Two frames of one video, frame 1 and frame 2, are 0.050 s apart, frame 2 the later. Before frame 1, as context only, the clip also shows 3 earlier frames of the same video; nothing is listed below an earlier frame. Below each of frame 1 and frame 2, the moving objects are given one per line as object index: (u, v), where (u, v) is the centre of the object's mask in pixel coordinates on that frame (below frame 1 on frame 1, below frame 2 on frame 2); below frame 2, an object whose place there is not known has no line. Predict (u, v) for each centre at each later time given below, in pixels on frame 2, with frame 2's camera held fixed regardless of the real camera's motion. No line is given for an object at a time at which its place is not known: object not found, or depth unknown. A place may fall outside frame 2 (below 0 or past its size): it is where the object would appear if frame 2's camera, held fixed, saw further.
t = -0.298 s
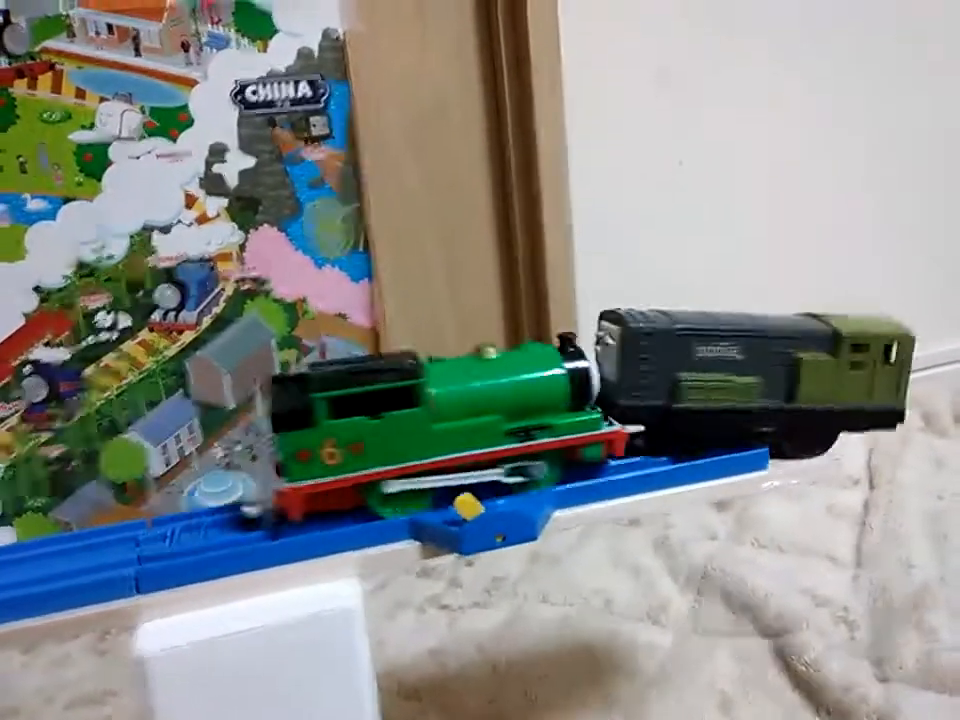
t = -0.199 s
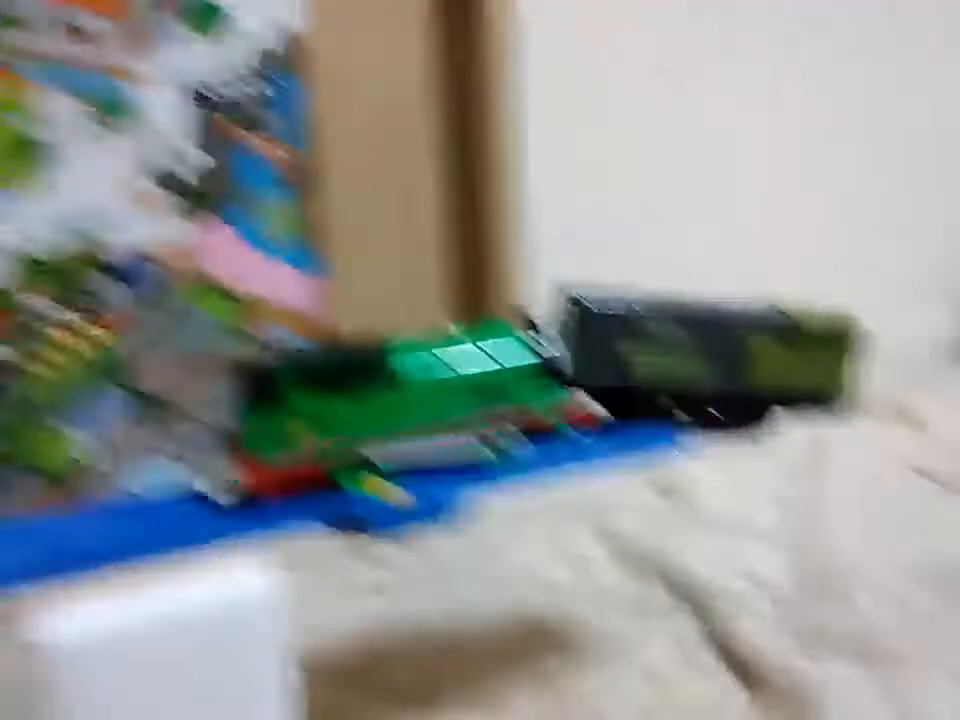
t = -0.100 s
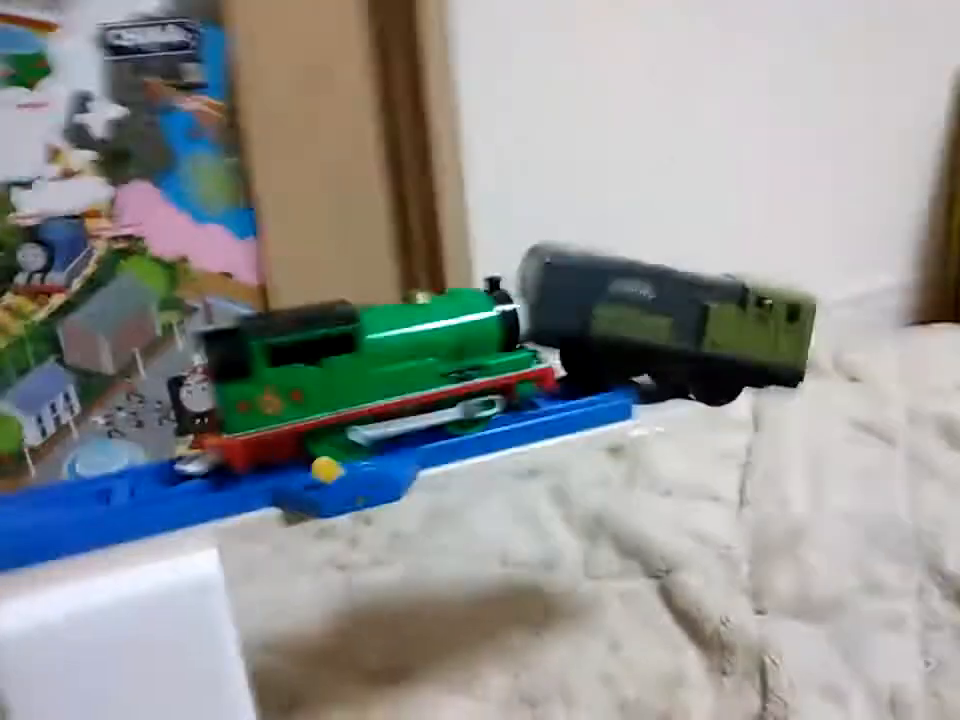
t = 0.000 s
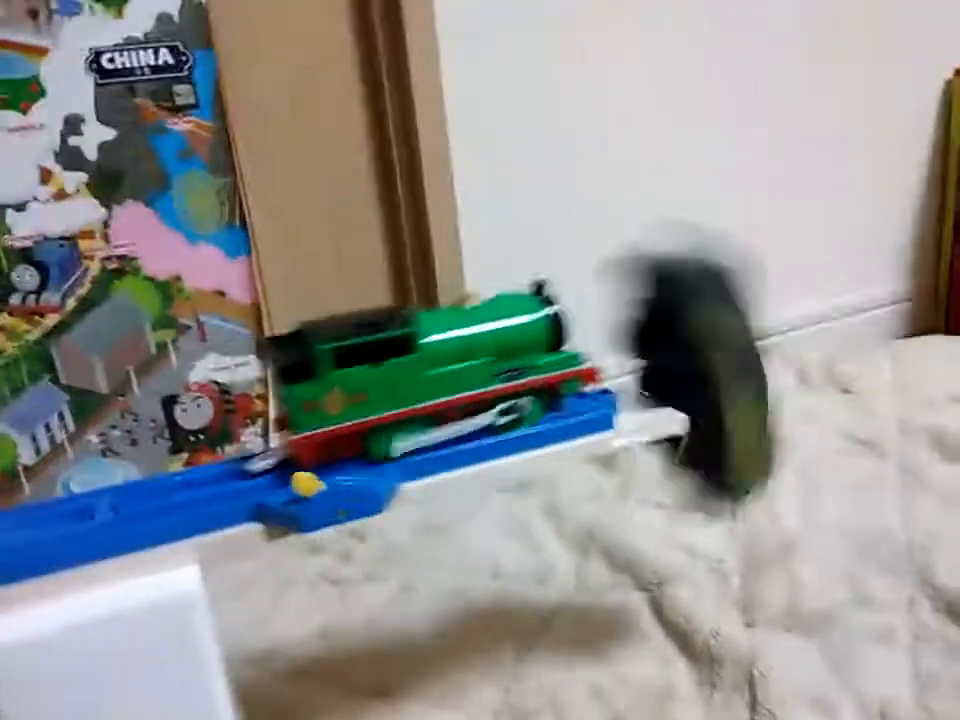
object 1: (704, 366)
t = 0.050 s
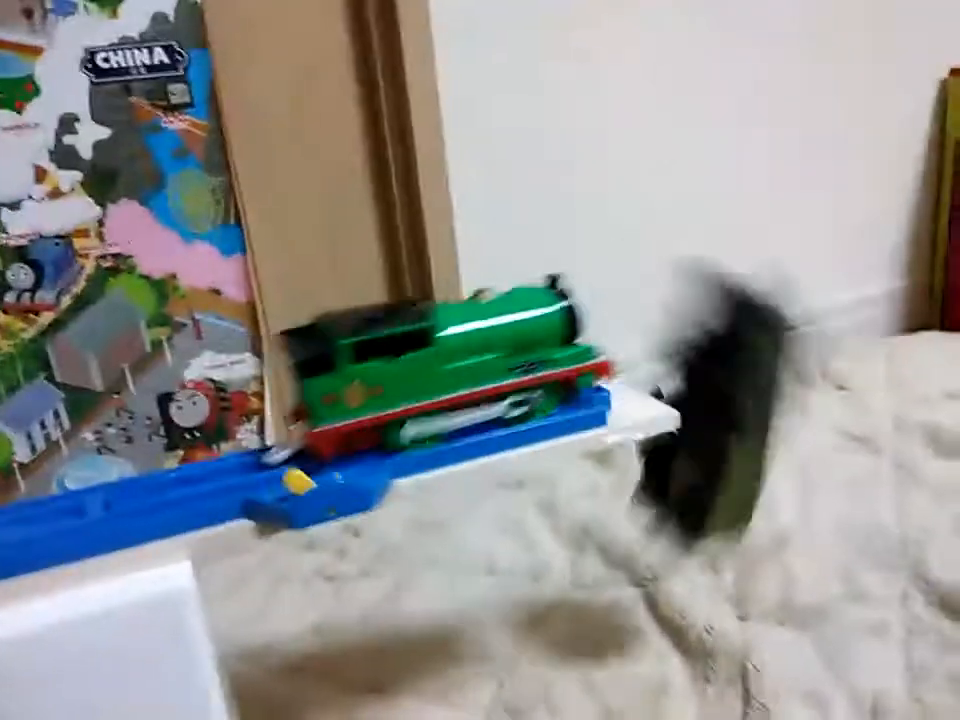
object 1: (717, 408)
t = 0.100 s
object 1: (730, 506)
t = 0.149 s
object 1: (734, 624)
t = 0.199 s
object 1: (802, 591)
